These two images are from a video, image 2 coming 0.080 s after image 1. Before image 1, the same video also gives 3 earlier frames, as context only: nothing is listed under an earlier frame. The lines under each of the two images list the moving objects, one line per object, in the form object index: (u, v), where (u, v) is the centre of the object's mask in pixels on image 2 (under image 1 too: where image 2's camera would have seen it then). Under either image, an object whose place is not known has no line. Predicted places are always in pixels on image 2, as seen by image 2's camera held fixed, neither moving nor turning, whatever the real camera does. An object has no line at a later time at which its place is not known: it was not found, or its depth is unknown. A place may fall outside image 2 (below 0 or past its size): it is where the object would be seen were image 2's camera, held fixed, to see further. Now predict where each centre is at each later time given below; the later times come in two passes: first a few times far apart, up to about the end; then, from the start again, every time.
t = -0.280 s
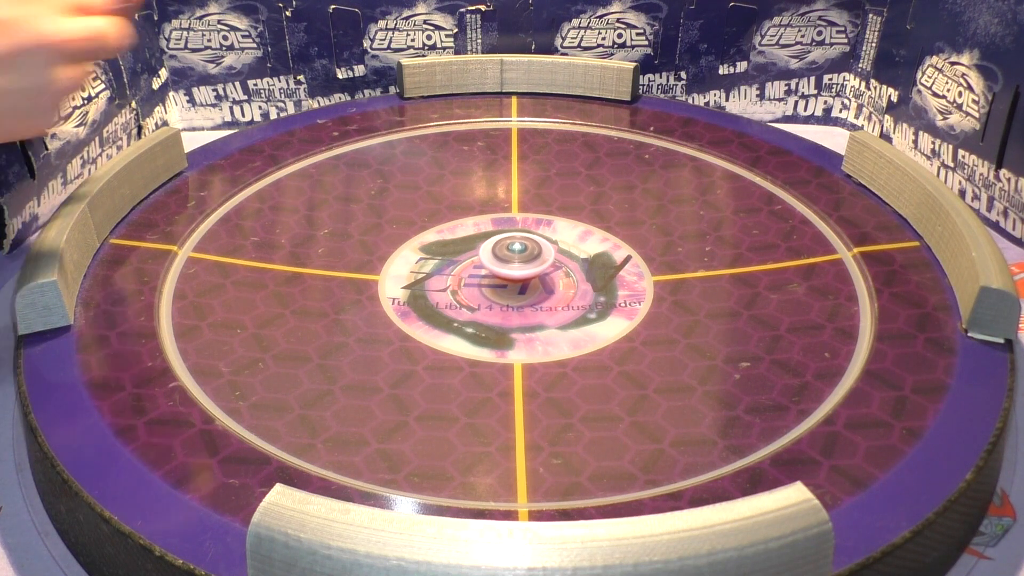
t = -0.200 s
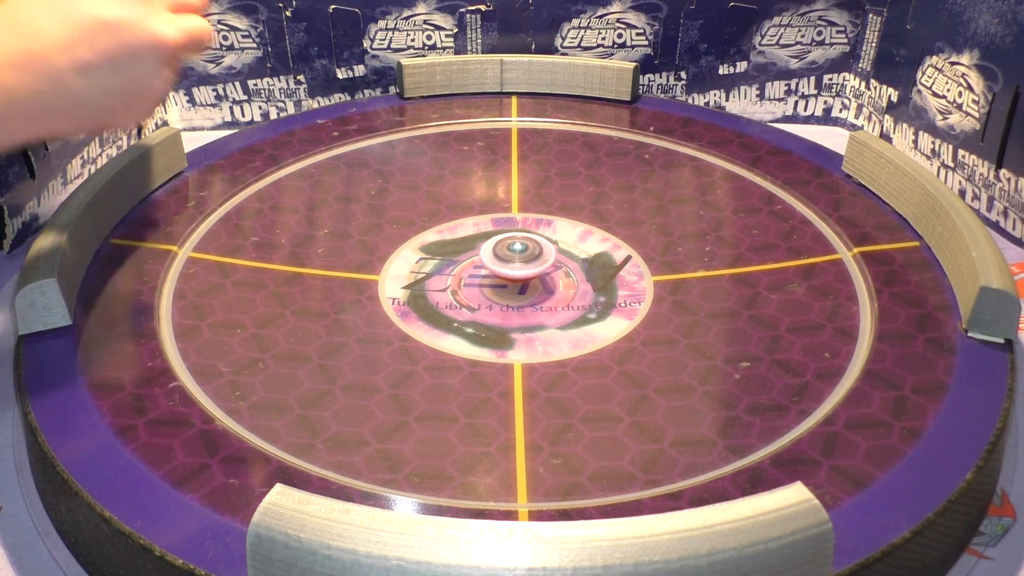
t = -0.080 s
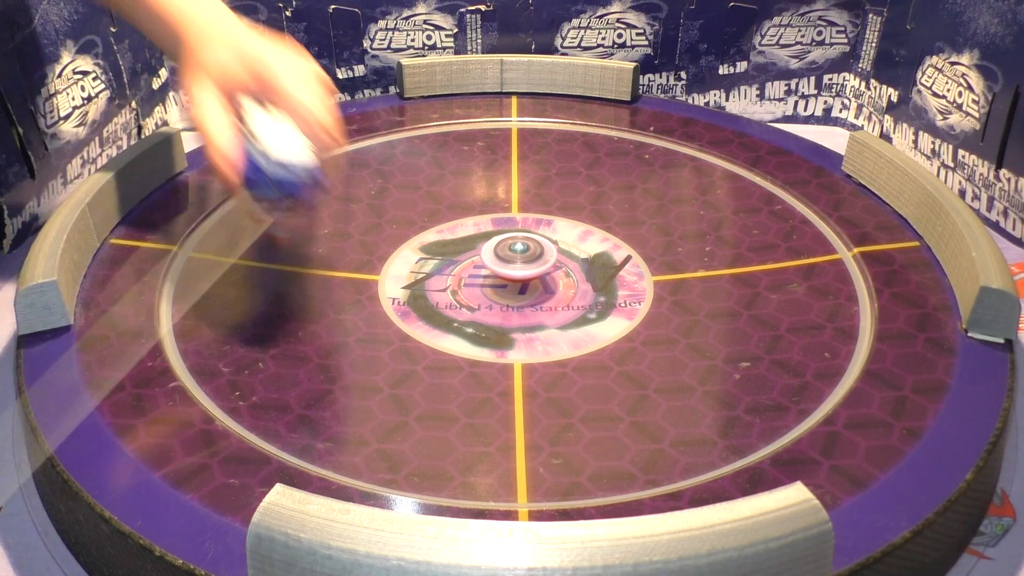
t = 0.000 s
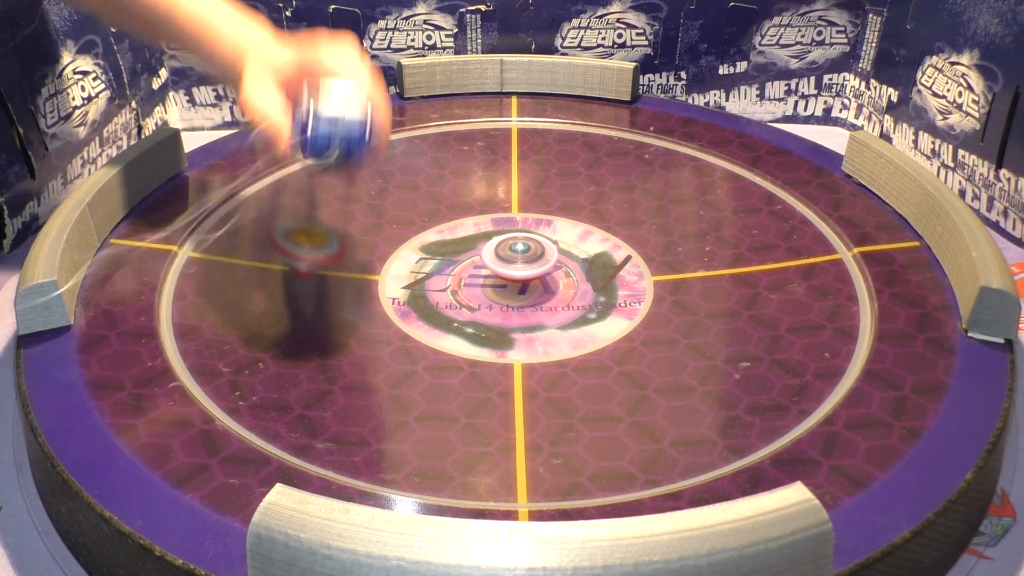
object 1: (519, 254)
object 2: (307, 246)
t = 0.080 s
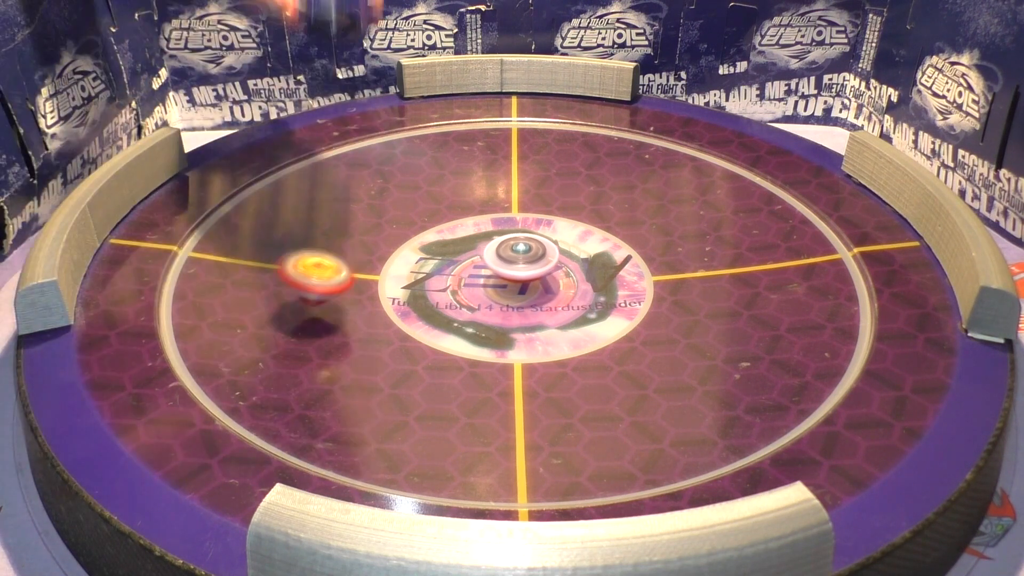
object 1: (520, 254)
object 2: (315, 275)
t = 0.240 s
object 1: (523, 255)
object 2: (354, 262)
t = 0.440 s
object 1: (526, 257)
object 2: (397, 211)
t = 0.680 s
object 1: (529, 259)
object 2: (415, 155)
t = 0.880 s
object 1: (529, 259)
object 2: (411, 135)
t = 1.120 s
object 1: (527, 259)
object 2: (378, 131)
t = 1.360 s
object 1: (523, 259)
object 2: (348, 158)
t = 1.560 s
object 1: (517, 260)
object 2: (393, 189)
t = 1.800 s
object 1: (512, 260)
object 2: (538, 209)
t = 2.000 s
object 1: (507, 260)
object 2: (620, 204)
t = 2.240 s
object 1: (504, 259)
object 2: (674, 181)
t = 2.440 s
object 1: (504, 259)
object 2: (665, 153)
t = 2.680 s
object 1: (504, 258)
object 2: (605, 153)
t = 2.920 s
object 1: (508, 256)
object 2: (555, 211)
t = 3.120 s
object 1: (424, 302)
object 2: (615, 214)
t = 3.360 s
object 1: (402, 326)
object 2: (667, 185)
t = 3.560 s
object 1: (386, 338)
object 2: (643, 179)
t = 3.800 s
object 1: (380, 341)
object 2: (608, 212)
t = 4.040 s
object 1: (394, 331)
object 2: (555, 272)
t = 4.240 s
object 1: (420, 316)
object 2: (581, 307)
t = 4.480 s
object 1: (468, 299)
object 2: (645, 318)
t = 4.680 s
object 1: (511, 283)
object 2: (647, 315)
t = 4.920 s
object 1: (555, 260)
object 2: (588, 300)
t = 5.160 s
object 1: (593, 242)
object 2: (520, 290)
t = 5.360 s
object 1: (613, 230)
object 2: (484, 287)
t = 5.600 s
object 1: (629, 225)
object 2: (464, 285)
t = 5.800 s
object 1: (630, 228)
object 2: (461, 276)
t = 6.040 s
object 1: (610, 237)
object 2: (463, 263)
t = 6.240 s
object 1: (579, 246)
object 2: (469, 255)
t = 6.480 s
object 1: (570, 260)
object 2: (448, 240)
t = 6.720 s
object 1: (556, 267)
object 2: (399, 229)
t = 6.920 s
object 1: (530, 270)
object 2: (398, 231)
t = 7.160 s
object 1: (499, 270)
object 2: (440, 243)
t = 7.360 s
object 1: (492, 271)
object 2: (455, 226)
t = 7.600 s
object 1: (472, 263)
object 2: (464, 214)
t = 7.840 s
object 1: (460, 261)
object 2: (495, 210)
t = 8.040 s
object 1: (460, 264)
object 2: (520, 196)
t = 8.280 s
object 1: (471, 266)
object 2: (547, 196)
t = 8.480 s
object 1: (488, 267)
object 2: (559, 213)
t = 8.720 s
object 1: (512, 266)
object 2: (580, 239)
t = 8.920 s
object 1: (529, 265)
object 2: (608, 258)
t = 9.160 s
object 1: (545, 265)
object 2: (622, 270)
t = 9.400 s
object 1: (537, 260)
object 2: (631, 283)
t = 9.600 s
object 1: (528, 257)
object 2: (618, 292)
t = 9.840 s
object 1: (515, 254)
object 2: (571, 296)
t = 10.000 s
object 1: (507, 252)
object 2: (534, 296)
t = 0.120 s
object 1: (521, 254)
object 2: (324, 276)
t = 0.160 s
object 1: (521, 255)
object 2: (334, 273)
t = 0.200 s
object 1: (522, 255)
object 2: (344, 267)
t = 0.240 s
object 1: (523, 255)
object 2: (354, 262)
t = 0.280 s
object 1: (523, 256)
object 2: (364, 253)
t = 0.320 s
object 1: (524, 256)
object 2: (373, 245)
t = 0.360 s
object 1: (525, 256)
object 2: (382, 233)
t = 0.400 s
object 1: (525, 257)
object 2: (390, 222)
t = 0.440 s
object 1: (526, 257)
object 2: (397, 211)
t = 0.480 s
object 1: (526, 257)
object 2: (403, 200)
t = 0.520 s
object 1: (526, 257)
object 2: (406, 189)
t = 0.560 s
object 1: (527, 258)
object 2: (409, 178)
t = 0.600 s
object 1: (528, 258)
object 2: (412, 168)
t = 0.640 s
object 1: (529, 259)
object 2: (414, 159)
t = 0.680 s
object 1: (529, 259)
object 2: (415, 155)
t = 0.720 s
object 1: (529, 259)
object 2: (416, 149)
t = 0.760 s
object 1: (529, 259)
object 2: (416, 145)
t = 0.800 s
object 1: (529, 259)
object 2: (415, 141)
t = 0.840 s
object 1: (529, 259)
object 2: (413, 138)
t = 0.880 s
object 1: (529, 259)
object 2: (411, 135)
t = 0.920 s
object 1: (529, 259)
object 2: (407, 134)
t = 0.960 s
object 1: (529, 259)
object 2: (403, 132)
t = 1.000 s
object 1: (528, 259)
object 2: (398, 131)
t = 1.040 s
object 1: (528, 259)
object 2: (392, 130)
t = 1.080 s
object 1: (528, 259)
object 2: (385, 130)
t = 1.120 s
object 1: (527, 259)
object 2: (378, 131)
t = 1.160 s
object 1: (526, 259)
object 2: (370, 133)
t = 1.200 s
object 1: (526, 260)
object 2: (363, 136)
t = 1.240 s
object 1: (525, 260)
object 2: (356, 140)
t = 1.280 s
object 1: (525, 260)
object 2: (352, 146)
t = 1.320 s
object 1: (524, 259)
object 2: (349, 152)
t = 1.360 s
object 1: (523, 259)
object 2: (348, 158)
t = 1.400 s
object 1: (521, 260)
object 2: (349, 166)
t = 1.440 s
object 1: (520, 259)
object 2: (354, 172)
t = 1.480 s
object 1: (520, 259)
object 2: (362, 178)
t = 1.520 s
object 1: (518, 260)
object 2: (375, 184)
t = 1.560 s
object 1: (517, 260)
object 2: (393, 189)
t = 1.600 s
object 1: (516, 260)
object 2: (414, 194)
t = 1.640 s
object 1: (515, 260)
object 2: (437, 199)
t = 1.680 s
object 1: (515, 258)
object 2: (462, 202)
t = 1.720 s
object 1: (514, 258)
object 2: (487, 206)
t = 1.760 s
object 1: (513, 258)
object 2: (514, 209)
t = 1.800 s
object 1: (512, 260)
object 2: (538, 209)
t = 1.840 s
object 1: (511, 258)
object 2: (558, 209)
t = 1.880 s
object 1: (509, 260)
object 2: (576, 209)
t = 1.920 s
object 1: (508, 260)
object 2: (593, 208)
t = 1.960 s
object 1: (508, 260)
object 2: (607, 206)
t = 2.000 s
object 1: (507, 260)
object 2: (620, 204)
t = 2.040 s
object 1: (506, 260)
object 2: (633, 202)
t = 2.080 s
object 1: (506, 260)
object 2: (643, 200)
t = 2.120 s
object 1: (506, 260)
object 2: (654, 196)
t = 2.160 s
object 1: (505, 260)
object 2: (662, 191)
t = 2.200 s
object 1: (505, 260)
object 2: (669, 187)
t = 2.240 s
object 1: (504, 259)
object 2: (674, 181)
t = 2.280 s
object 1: (504, 259)
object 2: (677, 175)
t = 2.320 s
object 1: (504, 260)
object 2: (677, 170)
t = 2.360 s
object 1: (504, 259)
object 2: (675, 164)
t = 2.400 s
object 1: (504, 259)
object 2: (671, 158)
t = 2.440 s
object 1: (504, 259)
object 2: (665, 153)
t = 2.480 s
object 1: (503, 259)
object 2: (657, 149)
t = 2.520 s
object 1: (503, 259)
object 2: (648, 147)
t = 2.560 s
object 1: (504, 258)
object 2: (638, 147)
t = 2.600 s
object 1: (504, 258)
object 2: (627, 147)
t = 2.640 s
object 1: (504, 258)
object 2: (616, 149)
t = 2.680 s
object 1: (504, 258)
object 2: (605, 153)
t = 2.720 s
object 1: (504, 258)
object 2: (595, 157)
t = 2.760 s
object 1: (505, 258)
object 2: (585, 164)
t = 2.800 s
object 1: (505, 257)
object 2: (577, 174)
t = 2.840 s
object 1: (506, 256)
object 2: (569, 184)
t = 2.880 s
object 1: (507, 256)
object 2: (562, 197)
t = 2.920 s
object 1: (508, 256)
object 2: (555, 211)
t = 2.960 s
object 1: (505, 260)
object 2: (549, 225)
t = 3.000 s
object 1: (478, 274)
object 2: (567, 225)
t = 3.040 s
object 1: (451, 286)
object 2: (585, 223)
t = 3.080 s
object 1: (436, 294)
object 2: (601, 219)
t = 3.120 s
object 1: (424, 302)
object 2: (615, 214)
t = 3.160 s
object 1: (419, 306)
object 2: (627, 209)
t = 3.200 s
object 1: (415, 311)
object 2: (640, 203)
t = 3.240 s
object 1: (412, 315)
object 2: (651, 199)
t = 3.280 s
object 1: (409, 318)
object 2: (660, 194)
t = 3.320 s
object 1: (406, 322)
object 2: (666, 189)
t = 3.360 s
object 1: (402, 326)
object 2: (667, 185)
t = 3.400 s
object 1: (399, 329)
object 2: (666, 181)
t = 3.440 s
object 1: (395, 331)
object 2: (662, 179)
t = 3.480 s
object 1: (392, 334)
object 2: (657, 178)
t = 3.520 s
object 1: (389, 336)
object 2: (650, 178)
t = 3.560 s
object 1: (386, 338)
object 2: (643, 179)
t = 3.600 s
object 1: (383, 339)
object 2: (636, 181)
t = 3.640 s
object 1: (381, 340)
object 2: (631, 184)
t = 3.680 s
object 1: (380, 341)
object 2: (626, 189)
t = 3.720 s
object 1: (379, 342)
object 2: (621, 195)
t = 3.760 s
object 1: (379, 341)
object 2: (615, 203)
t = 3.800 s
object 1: (380, 341)
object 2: (608, 212)
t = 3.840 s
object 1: (381, 340)
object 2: (597, 223)
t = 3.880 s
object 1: (382, 339)
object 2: (586, 233)
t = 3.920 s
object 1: (384, 337)
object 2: (576, 244)
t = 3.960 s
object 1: (387, 336)
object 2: (566, 253)
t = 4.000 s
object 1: (390, 334)
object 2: (559, 263)
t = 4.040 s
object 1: (394, 331)
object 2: (555, 272)
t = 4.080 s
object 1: (398, 328)
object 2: (554, 280)
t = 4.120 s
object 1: (403, 325)
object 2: (556, 288)
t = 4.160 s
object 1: (408, 322)
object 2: (562, 296)
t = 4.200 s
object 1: (414, 318)
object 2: (571, 302)
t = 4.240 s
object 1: (420, 316)
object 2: (581, 307)
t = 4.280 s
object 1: (427, 312)
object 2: (592, 310)
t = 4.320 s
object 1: (434, 310)
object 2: (604, 313)
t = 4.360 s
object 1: (442, 307)
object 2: (616, 314)
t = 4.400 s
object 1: (450, 304)
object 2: (627, 316)
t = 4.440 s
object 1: (459, 301)
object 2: (637, 318)
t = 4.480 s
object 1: (468, 299)
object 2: (645, 318)
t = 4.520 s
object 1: (477, 295)
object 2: (651, 319)
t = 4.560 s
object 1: (486, 292)
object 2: (654, 319)
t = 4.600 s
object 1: (493, 289)
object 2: (655, 318)
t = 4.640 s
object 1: (502, 286)
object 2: (652, 317)
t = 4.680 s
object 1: (511, 283)
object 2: (647, 315)
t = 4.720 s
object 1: (520, 279)
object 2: (640, 313)
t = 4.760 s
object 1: (528, 275)
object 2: (631, 310)
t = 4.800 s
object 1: (536, 272)
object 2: (622, 308)
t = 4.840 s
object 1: (543, 269)
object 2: (611, 304)
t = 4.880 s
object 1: (549, 265)
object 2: (599, 302)
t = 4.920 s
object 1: (555, 260)
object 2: (588, 300)
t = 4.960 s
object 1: (563, 256)
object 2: (577, 298)
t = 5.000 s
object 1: (571, 253)
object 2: (566, 296)
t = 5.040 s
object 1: (577, 251)
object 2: (553, 293)
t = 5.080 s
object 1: (582, 248)
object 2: (541, 291)
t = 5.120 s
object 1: (588, 245)
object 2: (530, 290)
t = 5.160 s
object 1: (593, 242)
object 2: (520, 290)
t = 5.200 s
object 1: (598, 240)
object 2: (510, 288)
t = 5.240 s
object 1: (601, 237)
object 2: (503, 287)
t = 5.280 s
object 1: (605, 235)
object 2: (496, 287)
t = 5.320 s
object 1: (609, 232)
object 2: (490, 286)
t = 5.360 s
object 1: (613, 230)
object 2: (484, 287)
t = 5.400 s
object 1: (616, 228)
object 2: (480, 287)
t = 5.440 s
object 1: (619, 227)
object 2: (476, 286)
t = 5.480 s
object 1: (622, 226)
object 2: (472, 286)
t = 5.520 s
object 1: (625, 225)
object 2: (469, 286)
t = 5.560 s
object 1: (627, 225)
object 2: (467, 285)
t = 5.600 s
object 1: (629, 225)
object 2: (464, 285)
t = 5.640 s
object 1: (630, 225)
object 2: (463, 283)
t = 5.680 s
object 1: (631, 225)
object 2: (462, 282)
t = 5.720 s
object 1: (631, 226)
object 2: (461, 280)
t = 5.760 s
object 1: (631, 227)
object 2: (461, 279)
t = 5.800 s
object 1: (630, 228)
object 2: (461, 276)
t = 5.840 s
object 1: (628, 229)
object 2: (461, 274)
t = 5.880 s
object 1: (626, 231)
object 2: (461, 272)
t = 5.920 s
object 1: (623, 232)
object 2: (461, 269)
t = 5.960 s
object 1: (619, 234)
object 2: (462, 267)
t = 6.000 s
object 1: (615, 235)
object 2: (462, 265)
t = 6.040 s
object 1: (610, 237)
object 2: (463, 263)
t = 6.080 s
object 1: (605, 239)
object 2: (464, 261)
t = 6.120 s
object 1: (599, 241)
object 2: (465, 259)
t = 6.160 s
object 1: (593, 243)
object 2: (467, 258)
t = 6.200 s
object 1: (587, 245)
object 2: (468, 256)
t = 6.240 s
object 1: (579, 246)
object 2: (469, 255)
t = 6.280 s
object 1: (572, 248)
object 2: (471, 253)
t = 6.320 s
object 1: (563, 250)
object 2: (472, 252)
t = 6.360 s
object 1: (556, 252)
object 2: (474, 250)
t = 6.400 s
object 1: (549, 253)
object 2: (476, 249)
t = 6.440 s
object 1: (558, 257)
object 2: (463, 245)
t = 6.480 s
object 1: (570, 260)
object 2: (448, 240)
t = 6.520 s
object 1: (574, 262)
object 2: (436, 237)
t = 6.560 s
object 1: (573, 264)
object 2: (426, 234)
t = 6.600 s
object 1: (569, 265)
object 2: (417, 231)
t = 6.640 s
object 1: (565, 265)
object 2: (410, 230)
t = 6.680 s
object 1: (561, 266)
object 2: (404, 229)
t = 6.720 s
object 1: (556, 267)
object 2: (399, 229)
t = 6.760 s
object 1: (552, 267)
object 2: (396, 229)
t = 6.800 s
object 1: (546, 268)
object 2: (395, 229)
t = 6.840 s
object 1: (541, 268)
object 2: (395, 229)
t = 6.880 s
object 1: (536, 269)
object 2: (396, 230)
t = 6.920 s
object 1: (530, 270)
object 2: (398, 231)
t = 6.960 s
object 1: (525, 270)
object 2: (402, 233)
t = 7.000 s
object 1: (519, 270)
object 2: (407, 235)
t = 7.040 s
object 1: (514, 270)
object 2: (413, 237)
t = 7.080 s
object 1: (508, 270)
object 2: (420, 240)
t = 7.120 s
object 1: (503, 270)
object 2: (430, 242)
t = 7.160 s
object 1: (499, 270)
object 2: (440, 243)
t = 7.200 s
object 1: (502, 273)
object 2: (445, 240)
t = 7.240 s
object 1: (502, 274)
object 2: (448, 236)
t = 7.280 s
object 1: (499, 273)
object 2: (451, 232)
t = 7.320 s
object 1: (495, 272)
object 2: (454, 229)
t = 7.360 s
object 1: (492, 271)
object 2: (455, 226)
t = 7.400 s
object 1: (487, 270)
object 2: (456, 223)
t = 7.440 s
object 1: (484, 268)
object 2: (457, 220)
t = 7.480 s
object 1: (481, 267)
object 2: (458, 218)
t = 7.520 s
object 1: (478, 266)
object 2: (460, 216)
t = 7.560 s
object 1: (475, 264)
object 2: (462, 215)
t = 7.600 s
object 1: (472, 263)
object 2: (464, 214)
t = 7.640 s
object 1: (470, 261)
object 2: (468, 214)
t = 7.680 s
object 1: (468, 260)
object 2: (471, 214)
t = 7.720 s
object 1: (467, 258)
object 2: (475, 214)
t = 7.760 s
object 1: (465, 257)
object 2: (481, 216)
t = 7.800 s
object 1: (462, 260)
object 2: (488, 213)
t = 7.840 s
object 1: (460, 261)
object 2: (495, 210)
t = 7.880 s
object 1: (459, 262)
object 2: (501, 207)
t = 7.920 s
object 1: (459, 263)
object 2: (506, 204)
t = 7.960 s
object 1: (459, 263)
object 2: (510, 201)
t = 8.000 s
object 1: (459, 264)
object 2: (516, 199)
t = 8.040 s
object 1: (460, 264)
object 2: (520, 196)
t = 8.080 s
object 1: (461, 264)
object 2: (525, 195)
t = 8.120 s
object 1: (462, 265)
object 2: (530, 194)
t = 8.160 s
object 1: (464, 265)
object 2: (535, 193)
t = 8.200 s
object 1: (466, 265)
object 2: (539, 194)
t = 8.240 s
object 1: (468, 265)
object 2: (543, 194)
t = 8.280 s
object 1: (471, 266)
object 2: (547, 196)
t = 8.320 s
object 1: (474, 266)
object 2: (550, 198)
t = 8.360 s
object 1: (477, 266)
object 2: (553, 201)
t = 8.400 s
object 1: (481, 267)
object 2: (556, 204)
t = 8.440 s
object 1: (484, 266)
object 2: (558, 208)
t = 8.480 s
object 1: (488, 267)
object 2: (559, 213)
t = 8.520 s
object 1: (492, 267)
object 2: (561, 217)
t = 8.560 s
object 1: (496, 267)
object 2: (564, 222)
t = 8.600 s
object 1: (500, 267)
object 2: (567, 227)
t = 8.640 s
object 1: (504, 266)
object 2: (572, 231)
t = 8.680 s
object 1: (508, 266)
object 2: (577, 236)
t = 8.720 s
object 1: (512, 266)
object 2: (580, 239)
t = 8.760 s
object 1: (516, 266)
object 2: (586, 244)
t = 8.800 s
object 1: (520, 266)
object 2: (591, 248)
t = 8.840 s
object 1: (523, 266)
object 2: (595, 252)
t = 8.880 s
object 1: (526, 265)
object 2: (600, 255)
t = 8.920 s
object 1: (529, 265)
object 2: (608, 258)
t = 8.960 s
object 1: (532, 265)
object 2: (612, 260)
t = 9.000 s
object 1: (535, 265)
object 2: (616, 263)
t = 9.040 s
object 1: (538, 265)
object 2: (620, 265)
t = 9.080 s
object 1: (540, 265)
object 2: (622, 267)
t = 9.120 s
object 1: (543, 265)
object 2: (622, 269)
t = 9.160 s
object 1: (545, 265)
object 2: (622, 270)
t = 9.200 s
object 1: (546, 264)
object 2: (620, 272)
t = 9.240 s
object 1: (543, 263)
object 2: (621, 274)
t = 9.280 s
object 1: (541, 262)
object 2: (624, 275)
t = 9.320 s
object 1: (540, 262)
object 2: (629, 279)
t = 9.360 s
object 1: (539, 261)
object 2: (631, 281)
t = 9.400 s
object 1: (537, 260)
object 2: (631, 283)
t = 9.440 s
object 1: (536, 260)
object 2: (630, 286)
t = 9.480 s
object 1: (534, 259)
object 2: (628, 288)
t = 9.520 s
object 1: (532, 258)
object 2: (626, 290)
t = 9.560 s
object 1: (531, 258)
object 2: (622, 291)
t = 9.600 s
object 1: (528, 257)
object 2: (618, 292)
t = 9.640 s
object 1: (526, 256)
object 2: (612, 293)
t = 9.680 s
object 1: (524, 256)
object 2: (606, 295)
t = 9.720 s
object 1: (522, 255)
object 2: (598, 295)
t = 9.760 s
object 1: (520, 255)
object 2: (589, 296)
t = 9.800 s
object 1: (517, 255)
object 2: (581, 297)
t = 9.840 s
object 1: (515, 254)
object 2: (571, 296)
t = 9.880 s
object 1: (513, 254)
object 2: (562, 296)
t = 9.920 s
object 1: (511, 253)
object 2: (551, 296)
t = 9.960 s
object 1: (509, 252)
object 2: (543, 296)
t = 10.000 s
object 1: (507, 252)
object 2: (534, 296)
